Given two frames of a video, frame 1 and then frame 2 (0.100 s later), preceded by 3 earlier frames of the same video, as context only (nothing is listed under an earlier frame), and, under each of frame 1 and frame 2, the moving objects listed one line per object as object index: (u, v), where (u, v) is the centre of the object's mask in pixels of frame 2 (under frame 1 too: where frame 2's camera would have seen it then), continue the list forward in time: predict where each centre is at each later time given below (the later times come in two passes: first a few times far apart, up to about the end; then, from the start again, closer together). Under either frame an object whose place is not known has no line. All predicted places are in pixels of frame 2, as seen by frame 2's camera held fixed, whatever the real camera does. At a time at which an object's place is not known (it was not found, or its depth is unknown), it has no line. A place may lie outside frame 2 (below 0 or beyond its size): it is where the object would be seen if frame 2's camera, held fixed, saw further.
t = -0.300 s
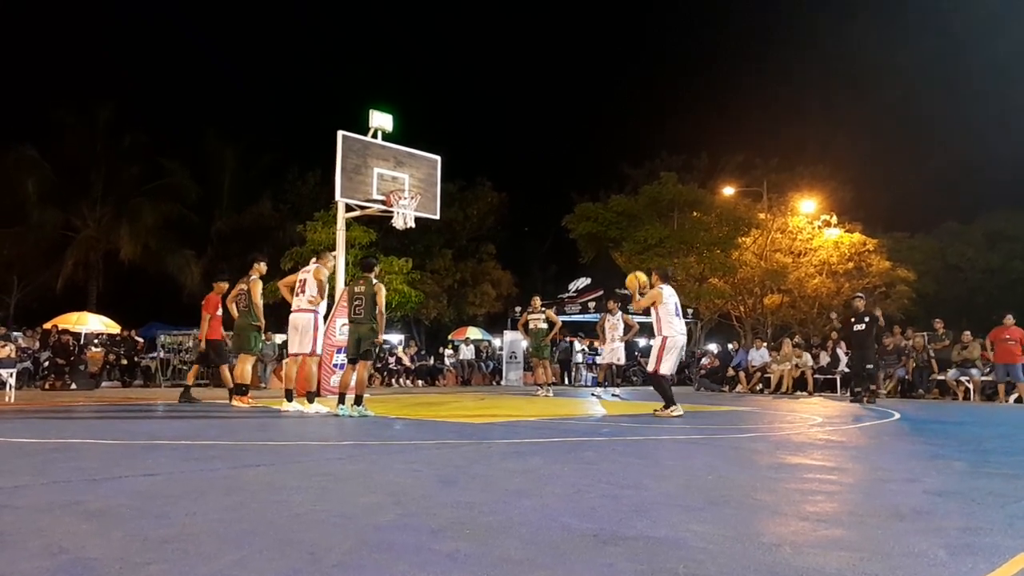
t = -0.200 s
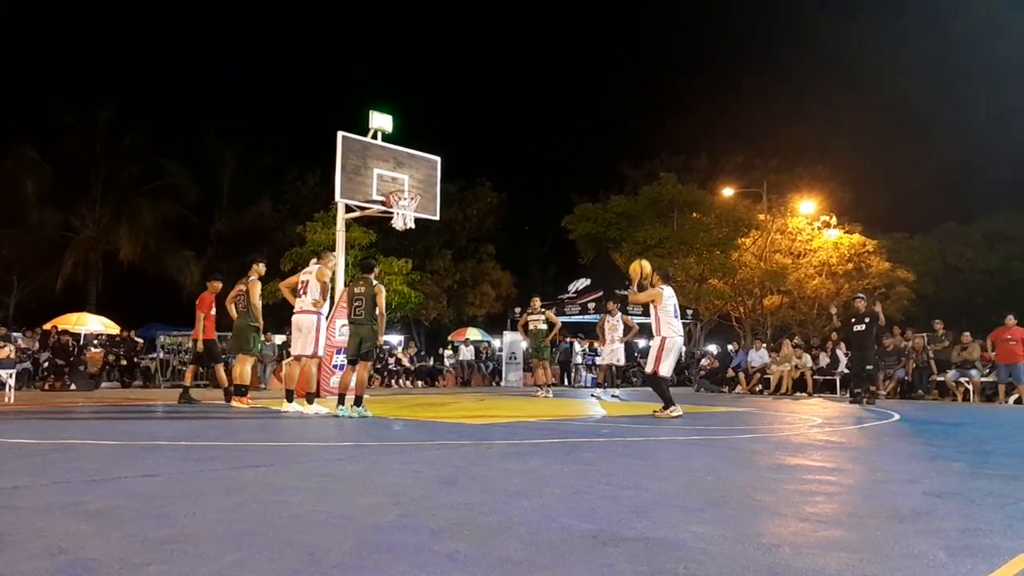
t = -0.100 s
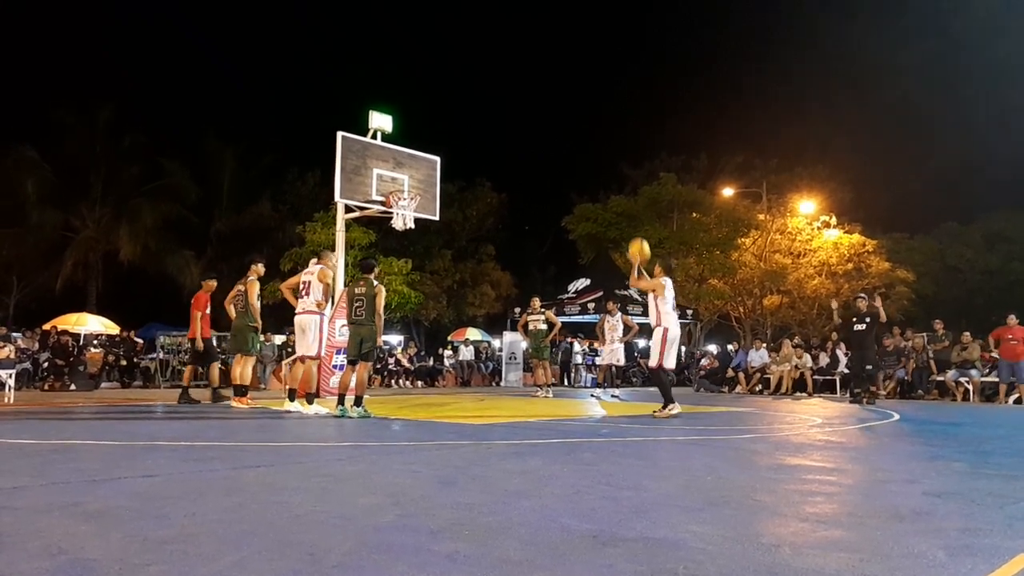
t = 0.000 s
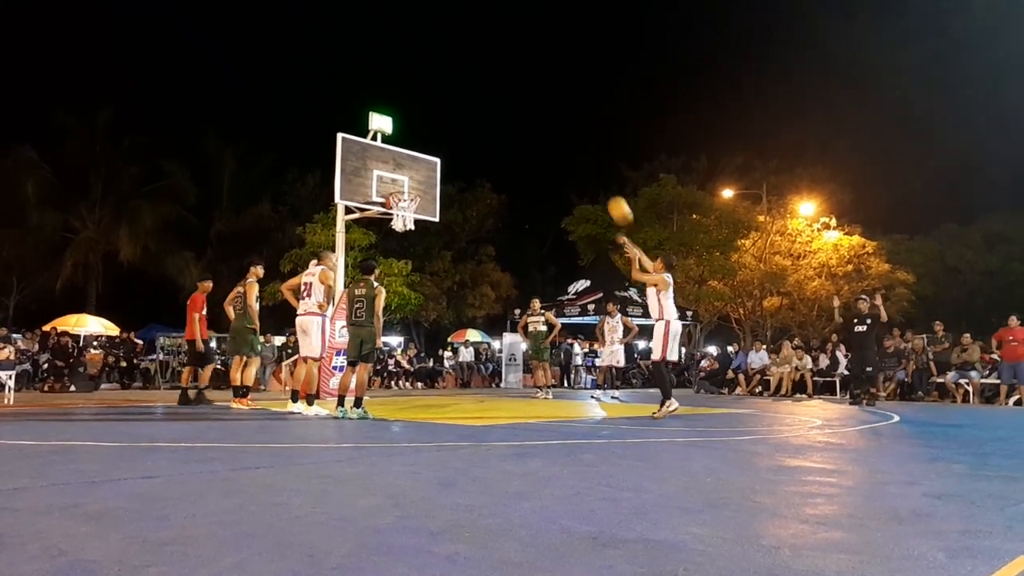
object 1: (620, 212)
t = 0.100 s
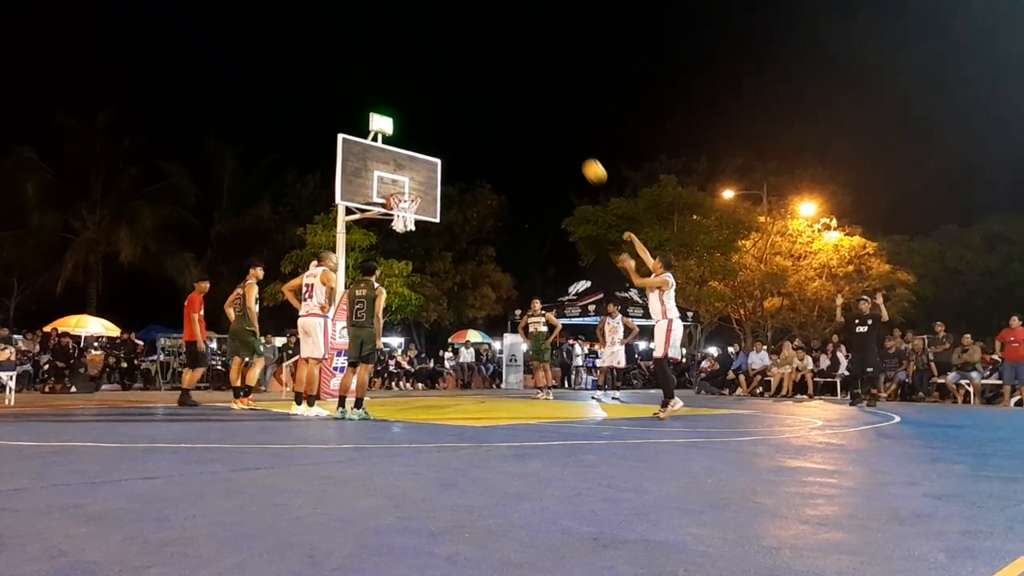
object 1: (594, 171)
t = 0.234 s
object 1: (561, 134)
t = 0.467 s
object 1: (510, 105)
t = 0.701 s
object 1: (464, 117)
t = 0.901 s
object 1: (430, 151)
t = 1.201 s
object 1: (407, 166)
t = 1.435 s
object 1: (404, 168)
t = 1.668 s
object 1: (401, 208)
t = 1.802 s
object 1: (398, 252)
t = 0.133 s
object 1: (586, 160)
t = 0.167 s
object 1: (577, 150)
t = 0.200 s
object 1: (570, 142)
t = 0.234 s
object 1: (561, 134)
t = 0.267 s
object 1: (554, 127)
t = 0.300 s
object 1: (546, 121)
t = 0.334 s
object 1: (538, 117)
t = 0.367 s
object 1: (531, 113)
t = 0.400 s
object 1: (524, 109)
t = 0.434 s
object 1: (517, 107)
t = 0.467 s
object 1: (510, 105)
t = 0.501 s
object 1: (503, 105)
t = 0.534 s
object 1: (496, 105)
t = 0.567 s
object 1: (489, 106)
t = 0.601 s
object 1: (483, 107)
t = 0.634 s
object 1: (477, 110)
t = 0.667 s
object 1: (470, 113)
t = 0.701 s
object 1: (464, 117)
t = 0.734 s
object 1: (458, 121)
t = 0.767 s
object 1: (451, 127)
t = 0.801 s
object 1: (445, 132)
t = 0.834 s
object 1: (440, 138)
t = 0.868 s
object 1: (434, 146)
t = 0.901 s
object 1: (430, 151)
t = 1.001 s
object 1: (413, 180)
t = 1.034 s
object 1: (408, 186)
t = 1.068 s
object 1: (408, 181)
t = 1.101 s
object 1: (407, 176)
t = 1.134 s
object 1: (407, 172)
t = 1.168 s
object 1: (407, 169)
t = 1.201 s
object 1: (407, 166)
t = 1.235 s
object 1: (406, 164)
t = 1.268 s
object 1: (405, 163)
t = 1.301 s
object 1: (405, 163)
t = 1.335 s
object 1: (405, 163)
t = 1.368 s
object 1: (405, 164)
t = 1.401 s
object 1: (404, 166)
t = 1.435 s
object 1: (404, 168)
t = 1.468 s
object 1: (404, 171)
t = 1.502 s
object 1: (404, 176)
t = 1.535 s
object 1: (403, 181)
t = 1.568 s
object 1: (402, 188)
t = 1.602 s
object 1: (402, 194)
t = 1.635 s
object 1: (401, 200)
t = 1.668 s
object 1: (401, 208)
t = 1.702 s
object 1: (399, 220)
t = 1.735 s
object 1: (399, 233)
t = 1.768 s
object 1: (399, 242)
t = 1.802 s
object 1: (398, 252)
